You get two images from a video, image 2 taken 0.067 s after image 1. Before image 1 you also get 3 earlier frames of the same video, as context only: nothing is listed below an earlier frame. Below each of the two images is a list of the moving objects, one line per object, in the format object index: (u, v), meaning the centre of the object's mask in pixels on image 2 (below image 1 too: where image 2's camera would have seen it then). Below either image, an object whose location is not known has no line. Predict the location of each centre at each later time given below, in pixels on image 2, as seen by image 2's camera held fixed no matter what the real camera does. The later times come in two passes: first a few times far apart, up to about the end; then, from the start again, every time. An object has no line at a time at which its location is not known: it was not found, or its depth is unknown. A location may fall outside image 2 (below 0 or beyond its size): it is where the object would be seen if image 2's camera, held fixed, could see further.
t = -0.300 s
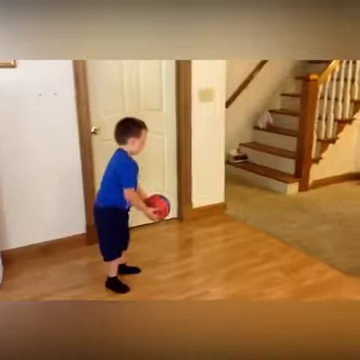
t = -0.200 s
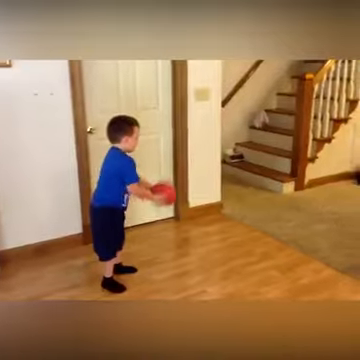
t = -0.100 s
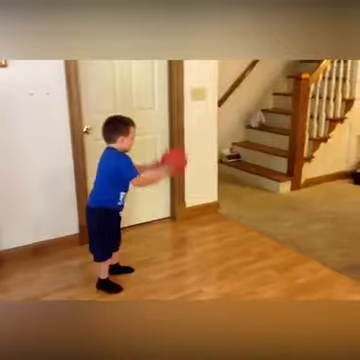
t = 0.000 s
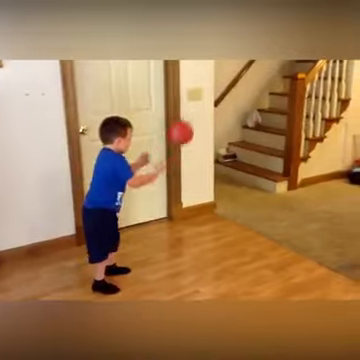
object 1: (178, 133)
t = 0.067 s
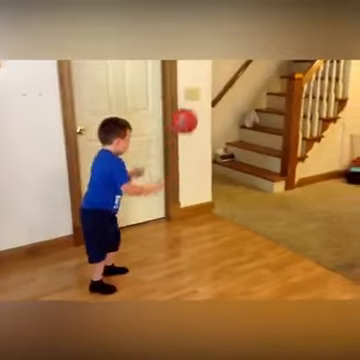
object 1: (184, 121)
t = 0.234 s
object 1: (200, 119)
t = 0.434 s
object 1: (218, 165)
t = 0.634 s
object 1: (230, 223)
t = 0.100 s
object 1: (188, 117)
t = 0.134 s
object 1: (191, 115)
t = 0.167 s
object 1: (194, 115)
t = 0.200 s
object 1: (197, 116)
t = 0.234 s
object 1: (200, 119)
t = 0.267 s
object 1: (203, 123)
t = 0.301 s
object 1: (206, 129)
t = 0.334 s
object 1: (209, 137)
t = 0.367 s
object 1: (212, 145)
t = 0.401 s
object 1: (215, 154)
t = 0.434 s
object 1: (218, 165)
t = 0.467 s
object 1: (221, 177)
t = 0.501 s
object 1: (225, 191)
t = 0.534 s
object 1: (224, 208)
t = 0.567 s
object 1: (227, 221)
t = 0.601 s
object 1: (229, 233)
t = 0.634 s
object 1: (230, 223)
